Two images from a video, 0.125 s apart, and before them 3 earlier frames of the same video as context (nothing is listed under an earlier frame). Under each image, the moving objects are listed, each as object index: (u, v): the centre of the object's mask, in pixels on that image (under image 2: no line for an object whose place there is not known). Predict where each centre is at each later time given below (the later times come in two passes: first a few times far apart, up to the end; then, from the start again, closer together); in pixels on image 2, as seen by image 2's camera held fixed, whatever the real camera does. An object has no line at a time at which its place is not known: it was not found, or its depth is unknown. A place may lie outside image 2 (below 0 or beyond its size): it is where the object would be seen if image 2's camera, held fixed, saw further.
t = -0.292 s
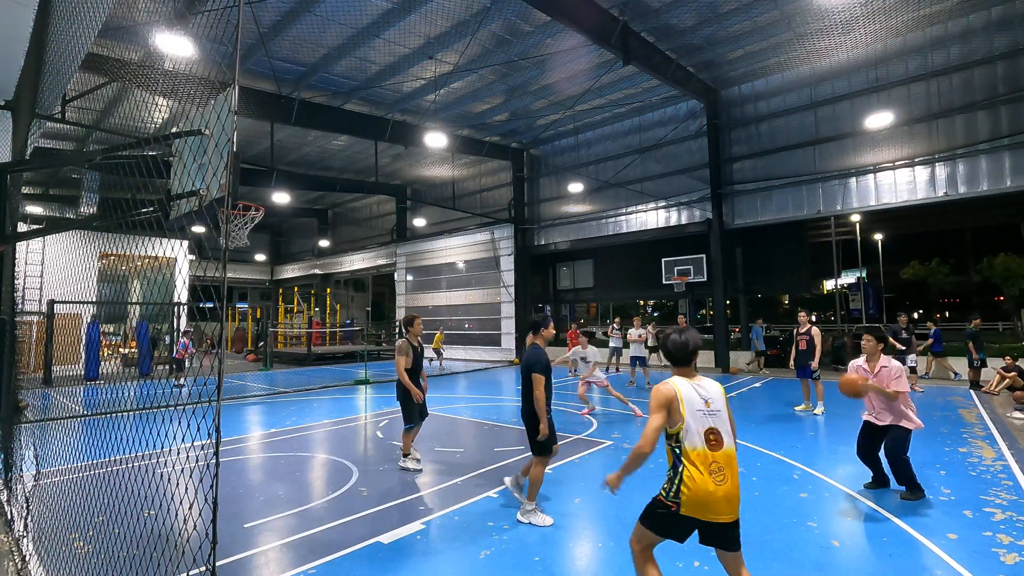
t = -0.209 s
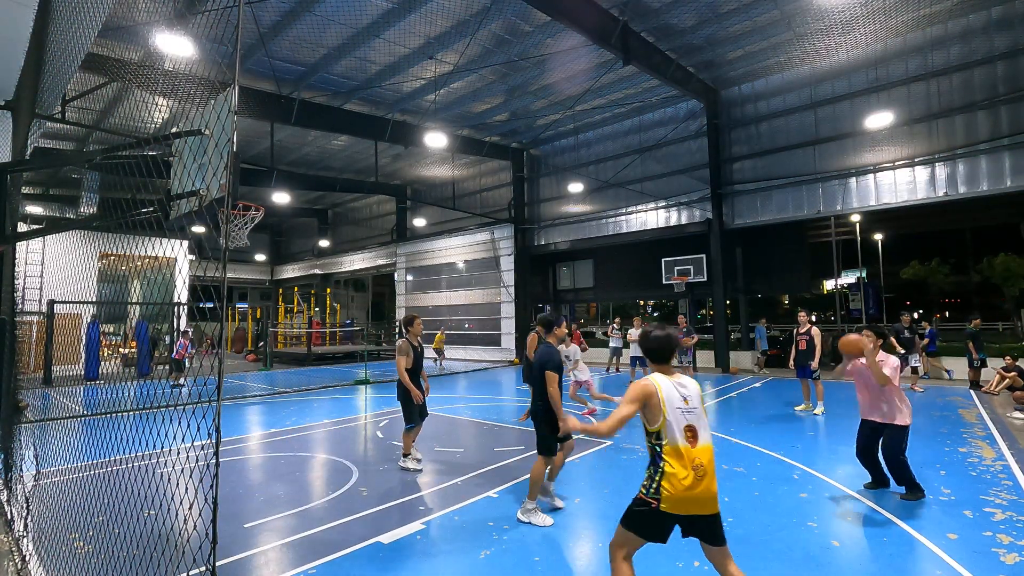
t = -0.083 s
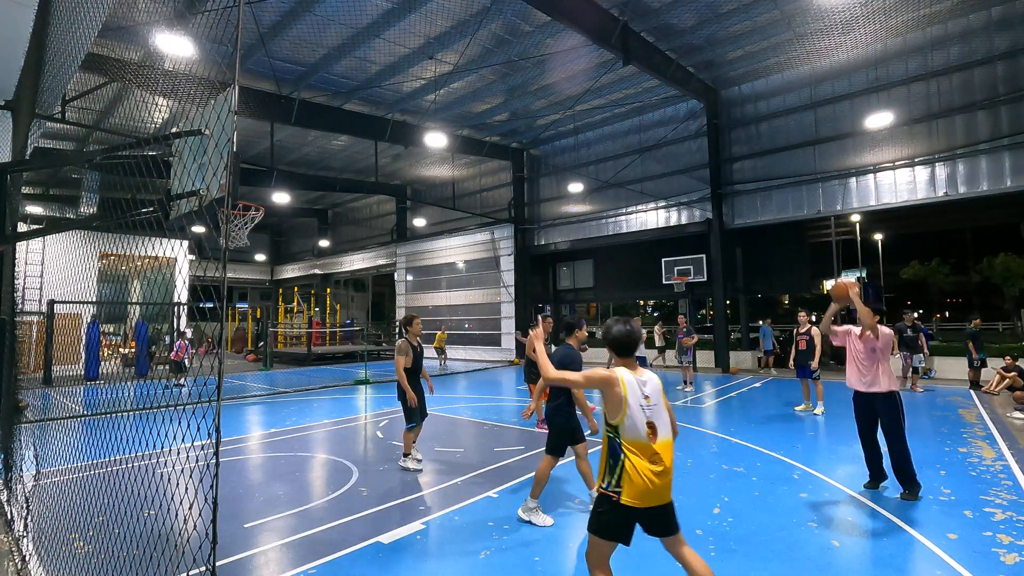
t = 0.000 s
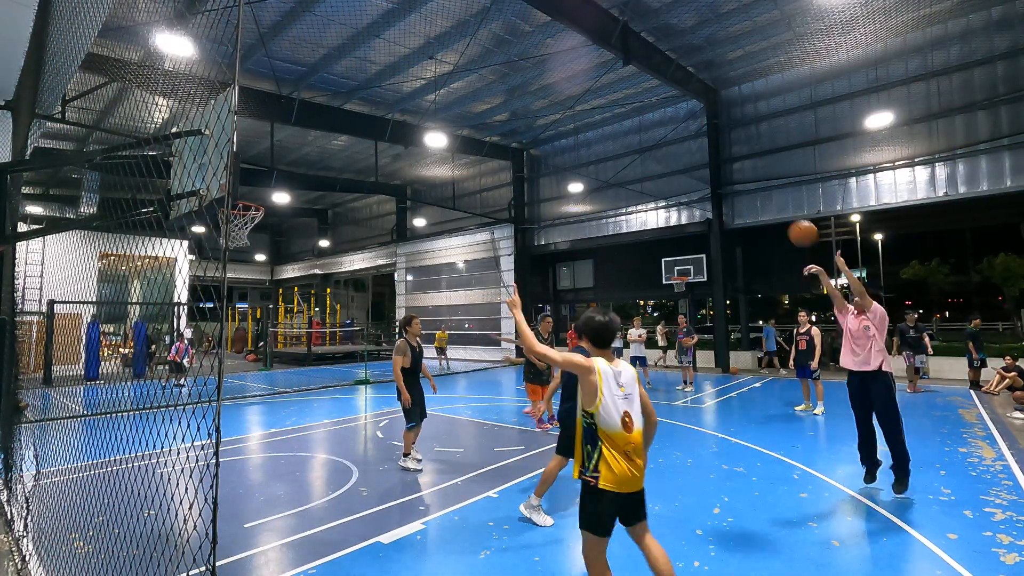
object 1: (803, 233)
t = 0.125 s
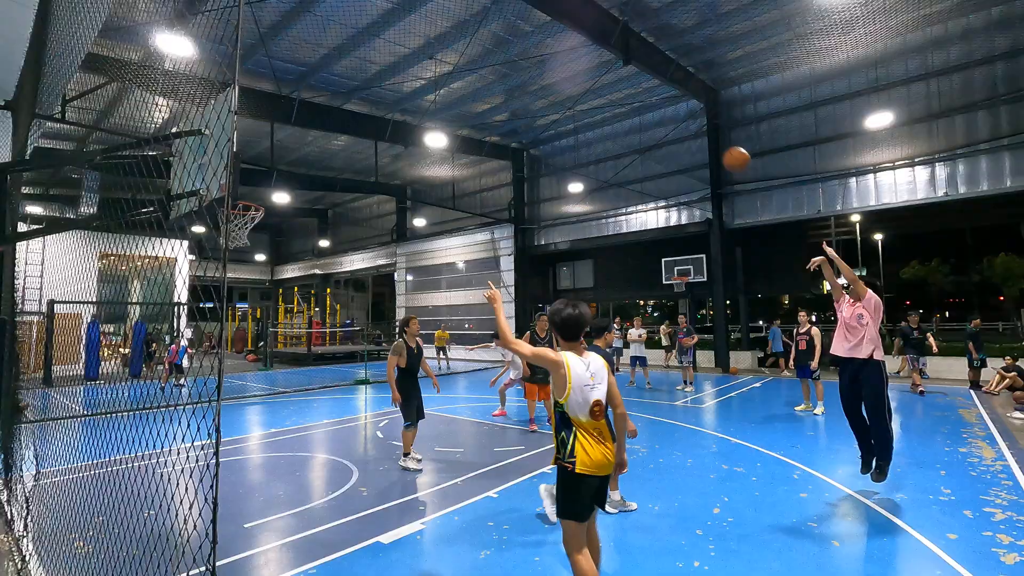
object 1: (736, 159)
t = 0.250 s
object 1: (673, 104)
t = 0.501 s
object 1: (557, 40)
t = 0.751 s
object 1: (452, 33)
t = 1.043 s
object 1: (337, 92)
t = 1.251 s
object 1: (257, 176)
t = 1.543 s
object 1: (223, 296)
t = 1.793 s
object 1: (214, 454)
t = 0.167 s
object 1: (714, 139)
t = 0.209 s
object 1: (694, 120)
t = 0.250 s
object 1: (673, 104)
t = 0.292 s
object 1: (653, 89)
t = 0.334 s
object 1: (634, 75)
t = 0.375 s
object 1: (614, 65)
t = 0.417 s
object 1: (595, 55)
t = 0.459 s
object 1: (577, 47)
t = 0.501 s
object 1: (557, 40)
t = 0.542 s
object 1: (540, 36)
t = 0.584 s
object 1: (522, 32)
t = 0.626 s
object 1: (504, 30)
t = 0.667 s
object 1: (487, 30)
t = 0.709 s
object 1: (469, 31)
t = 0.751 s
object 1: (452, 33)
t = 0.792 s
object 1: (436, 38)
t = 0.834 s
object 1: (419, 43)
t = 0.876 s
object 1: (403, 50)
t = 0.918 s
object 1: (386, 59)
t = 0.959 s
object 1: (370, 69)
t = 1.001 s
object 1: (353, 79)
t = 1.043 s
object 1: (337, 92)
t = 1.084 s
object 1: (321, 107)
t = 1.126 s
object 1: (305, 121)
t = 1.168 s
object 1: (289, 138)
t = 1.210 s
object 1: (273, 156)
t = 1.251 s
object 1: (257, 176)
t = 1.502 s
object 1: (225, 279)
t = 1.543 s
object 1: (223, 296)
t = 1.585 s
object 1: (222, 318)
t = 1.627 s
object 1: (220, 341)
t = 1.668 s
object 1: (218, 365)
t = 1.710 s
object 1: (217, 393)
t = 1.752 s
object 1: (215, 423)
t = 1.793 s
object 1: (214, 454)
